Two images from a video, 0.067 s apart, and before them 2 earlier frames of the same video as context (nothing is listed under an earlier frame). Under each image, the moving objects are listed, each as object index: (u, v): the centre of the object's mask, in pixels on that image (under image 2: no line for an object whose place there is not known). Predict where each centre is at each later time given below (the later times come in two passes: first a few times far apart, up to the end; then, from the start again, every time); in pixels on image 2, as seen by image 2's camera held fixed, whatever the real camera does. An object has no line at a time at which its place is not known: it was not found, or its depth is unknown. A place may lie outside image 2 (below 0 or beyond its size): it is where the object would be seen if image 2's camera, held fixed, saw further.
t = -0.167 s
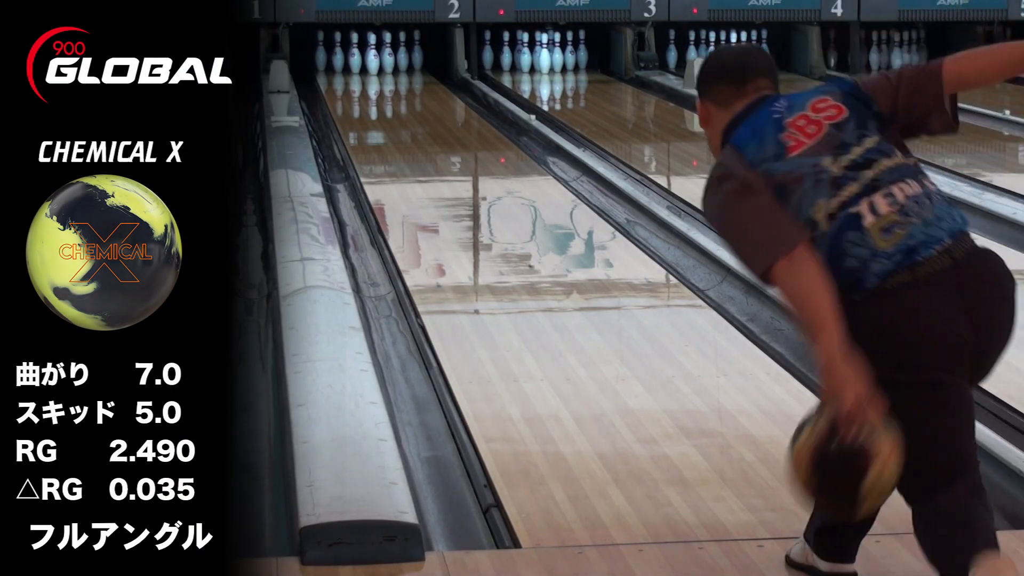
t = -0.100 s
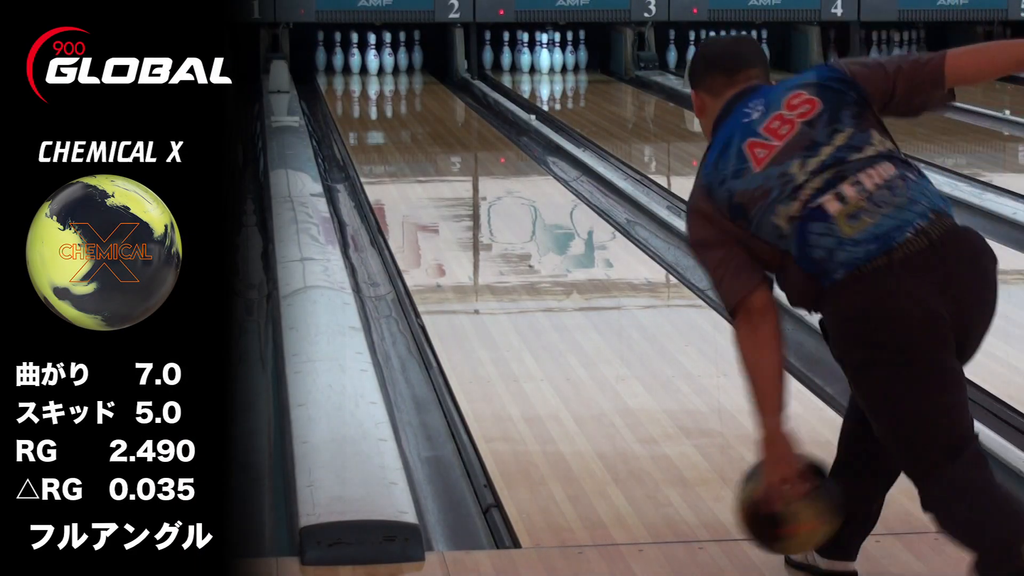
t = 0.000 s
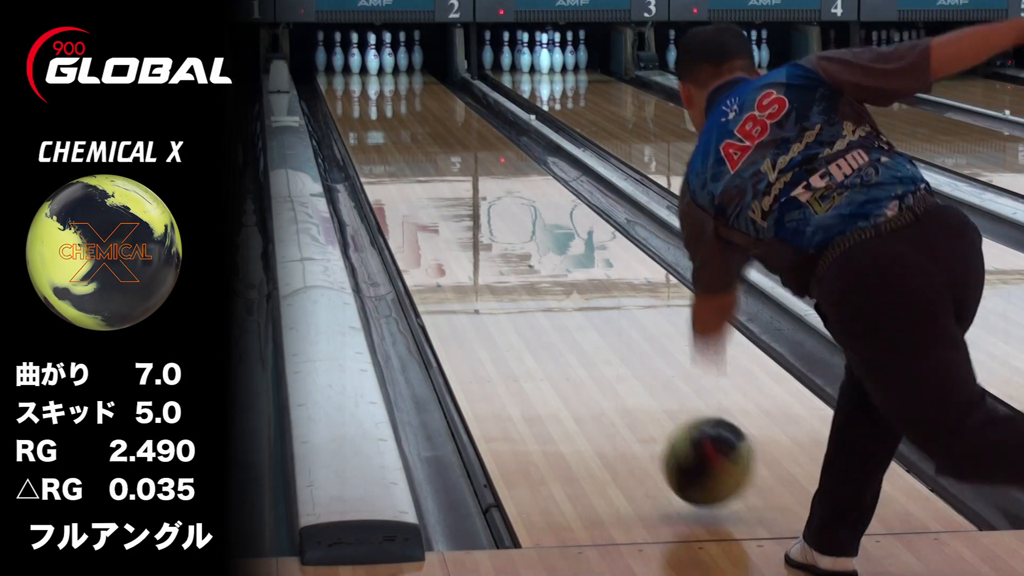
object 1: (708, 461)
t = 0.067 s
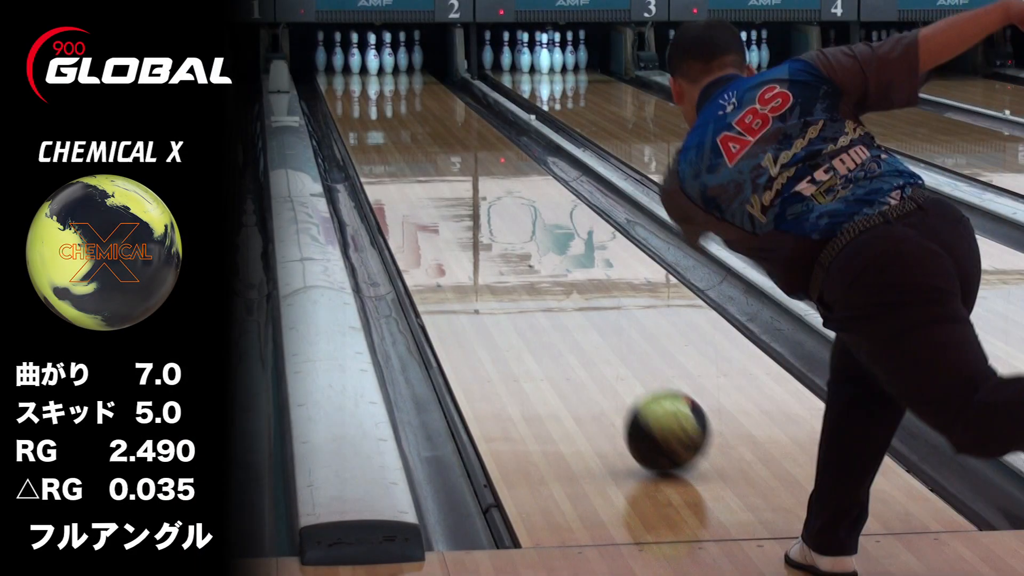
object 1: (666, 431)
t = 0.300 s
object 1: (563, 328)
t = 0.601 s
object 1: (482, 244)
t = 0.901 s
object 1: (430, 190)
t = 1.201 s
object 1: (396, 150)
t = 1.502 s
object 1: (373, 122)
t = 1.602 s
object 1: (367, 114)
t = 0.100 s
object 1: (649, 412)
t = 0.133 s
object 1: (632, 398)
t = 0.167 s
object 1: (616, 382)
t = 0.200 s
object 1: (602, 367)
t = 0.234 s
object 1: (588, 353)
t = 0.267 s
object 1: (575, 340)
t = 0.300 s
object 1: (563, 328)
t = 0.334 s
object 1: (551, 316)
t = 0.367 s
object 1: (542, 306)
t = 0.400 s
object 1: (532, 295)
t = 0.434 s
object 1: (522, 285)
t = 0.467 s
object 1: (513, 276)
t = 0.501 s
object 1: (505, 268)
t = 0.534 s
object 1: (497, 259)
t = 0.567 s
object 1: (489, 251)
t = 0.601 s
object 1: (482, 244)
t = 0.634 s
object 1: (475, 237)
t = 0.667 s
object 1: (468, 230)
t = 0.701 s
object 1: (462, 224)
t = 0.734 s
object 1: (456, 218)
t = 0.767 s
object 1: (450, 211)
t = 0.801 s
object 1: (445, 206)
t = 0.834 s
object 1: (440, 200)
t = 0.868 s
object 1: (435, 195)
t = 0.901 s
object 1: (430, 190)
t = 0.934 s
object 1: (426, 186)
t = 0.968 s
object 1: (421, 180)
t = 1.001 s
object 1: (417, 175)
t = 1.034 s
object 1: (414, 171)
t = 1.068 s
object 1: (409, 167)
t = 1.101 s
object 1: (406, 163)
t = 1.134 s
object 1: (403, 159)
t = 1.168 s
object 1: (399, 155)
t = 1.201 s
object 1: (396, 150)
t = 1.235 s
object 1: (393, 147)
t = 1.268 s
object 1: (391, 144)
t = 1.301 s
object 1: (387, 141)
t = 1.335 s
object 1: (385, 137)
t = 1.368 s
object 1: (382, 134)
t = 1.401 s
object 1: (380, 131)
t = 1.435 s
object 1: (377, 129)
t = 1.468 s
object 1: (375, 126)
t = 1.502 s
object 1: (373, 122)
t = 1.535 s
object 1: (370, 120)
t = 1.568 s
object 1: (369, 117)
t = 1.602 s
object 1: (367, 114)
